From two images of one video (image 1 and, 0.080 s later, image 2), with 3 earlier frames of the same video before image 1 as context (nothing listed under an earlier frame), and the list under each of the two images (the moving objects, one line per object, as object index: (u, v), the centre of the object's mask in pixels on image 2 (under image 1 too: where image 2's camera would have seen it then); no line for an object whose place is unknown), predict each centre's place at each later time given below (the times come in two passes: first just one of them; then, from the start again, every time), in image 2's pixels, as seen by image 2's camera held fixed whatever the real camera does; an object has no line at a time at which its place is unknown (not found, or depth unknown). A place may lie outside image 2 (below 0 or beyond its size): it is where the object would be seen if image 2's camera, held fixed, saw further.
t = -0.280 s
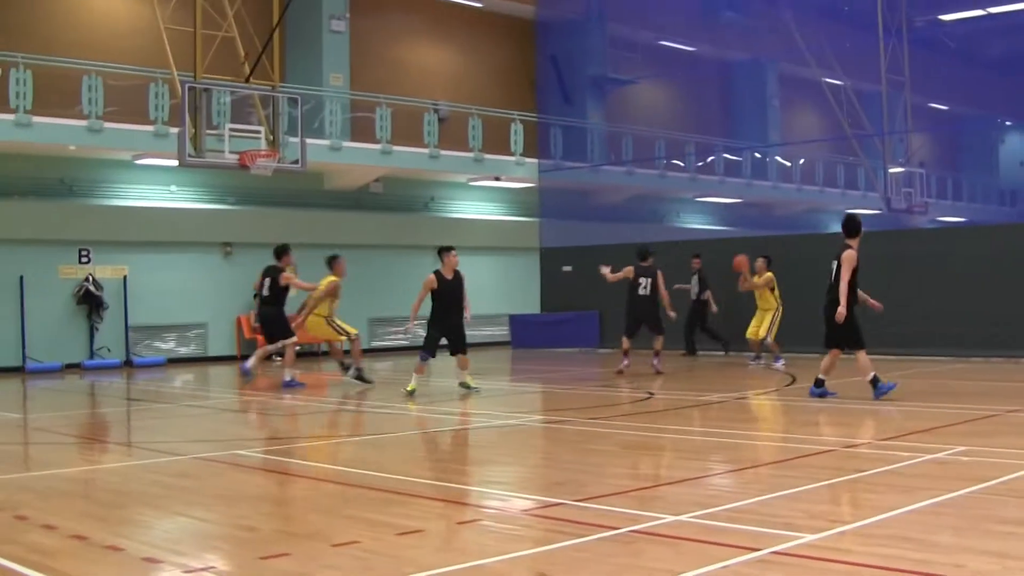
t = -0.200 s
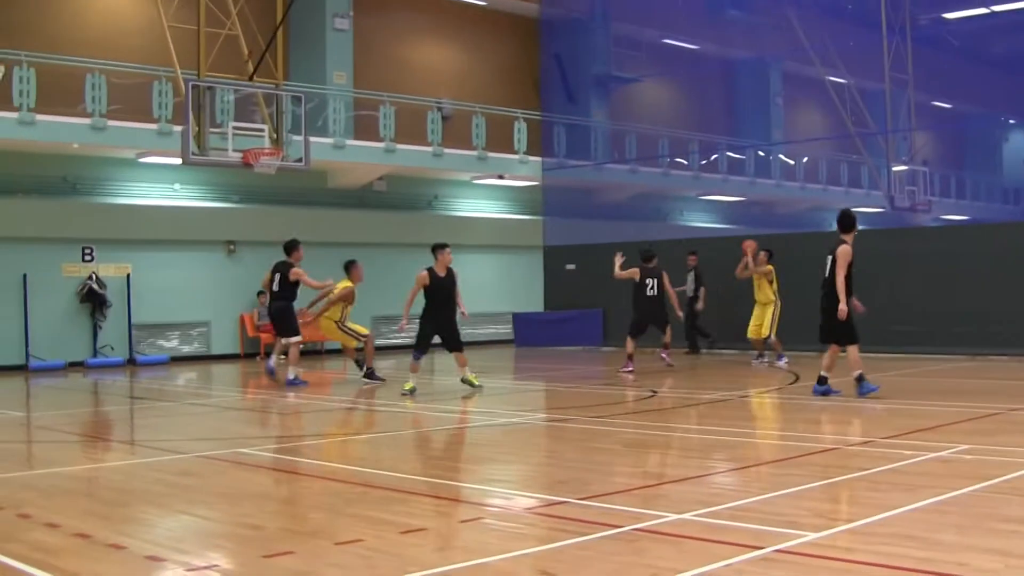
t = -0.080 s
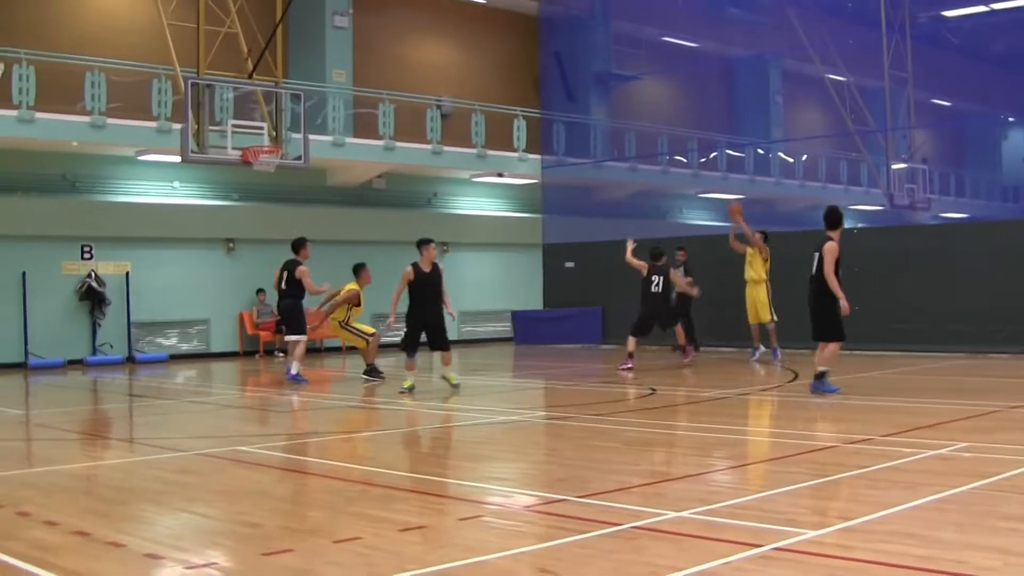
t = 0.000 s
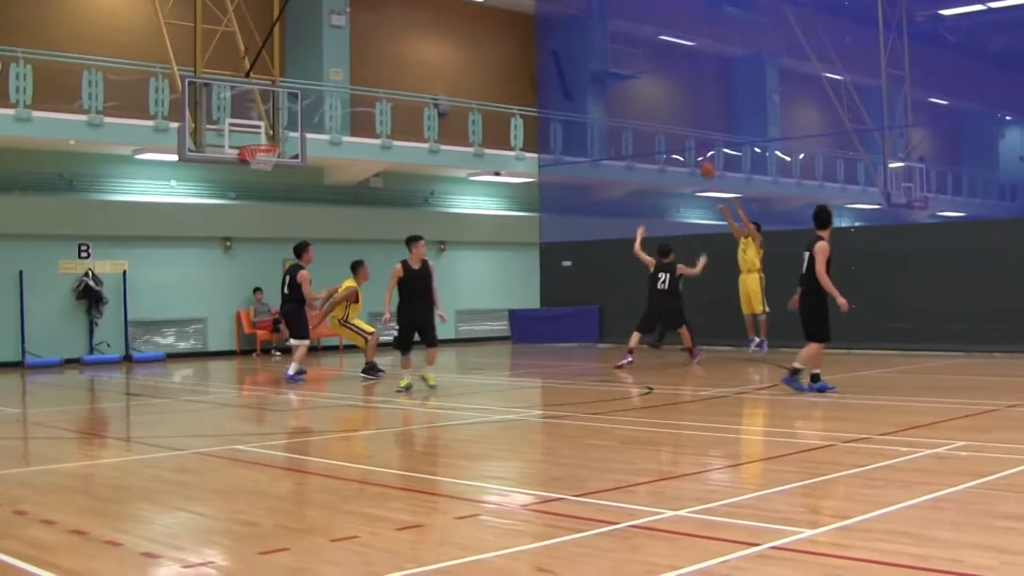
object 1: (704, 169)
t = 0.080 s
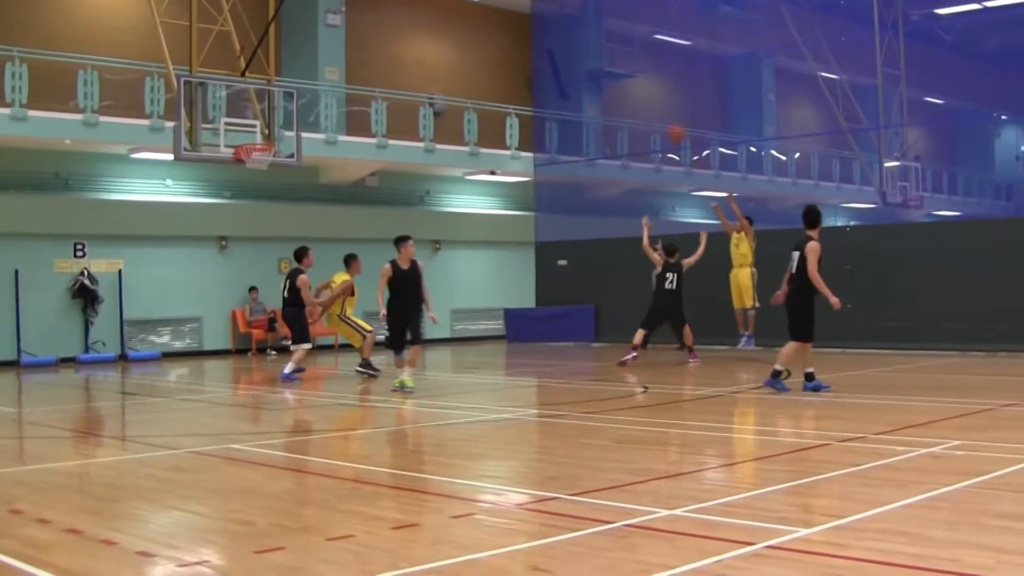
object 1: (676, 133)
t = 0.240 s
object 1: (616, 73)
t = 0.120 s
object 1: (663, 117)
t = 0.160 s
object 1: (646, 102)
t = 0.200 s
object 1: (632, 88)
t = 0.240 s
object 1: (616, 73)
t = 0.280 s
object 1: (601, 61)
